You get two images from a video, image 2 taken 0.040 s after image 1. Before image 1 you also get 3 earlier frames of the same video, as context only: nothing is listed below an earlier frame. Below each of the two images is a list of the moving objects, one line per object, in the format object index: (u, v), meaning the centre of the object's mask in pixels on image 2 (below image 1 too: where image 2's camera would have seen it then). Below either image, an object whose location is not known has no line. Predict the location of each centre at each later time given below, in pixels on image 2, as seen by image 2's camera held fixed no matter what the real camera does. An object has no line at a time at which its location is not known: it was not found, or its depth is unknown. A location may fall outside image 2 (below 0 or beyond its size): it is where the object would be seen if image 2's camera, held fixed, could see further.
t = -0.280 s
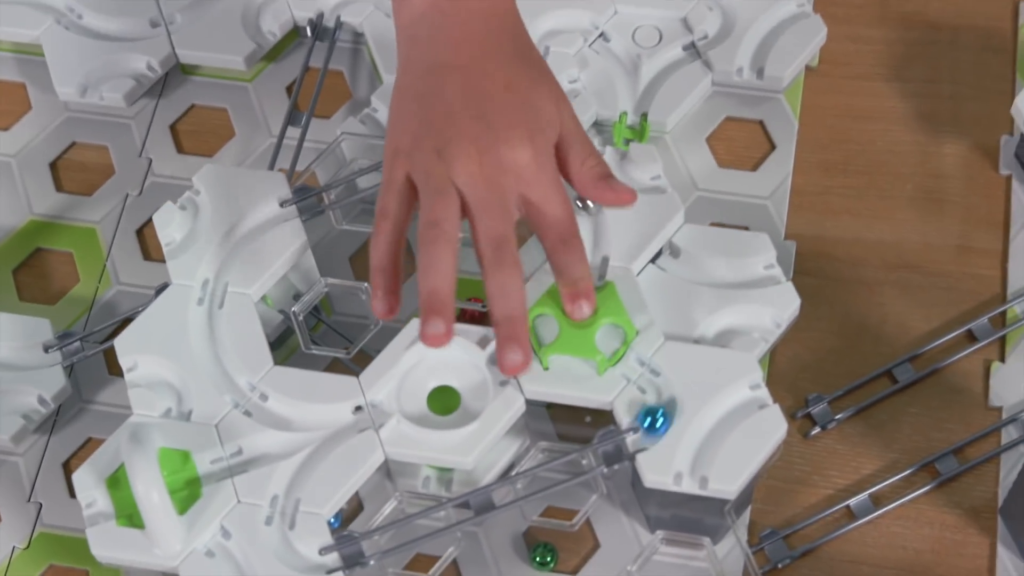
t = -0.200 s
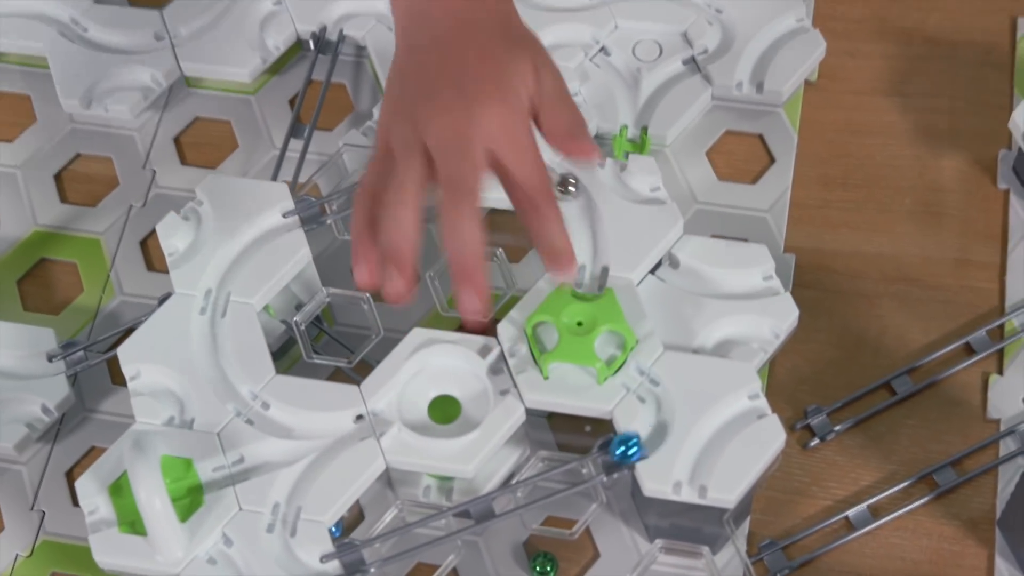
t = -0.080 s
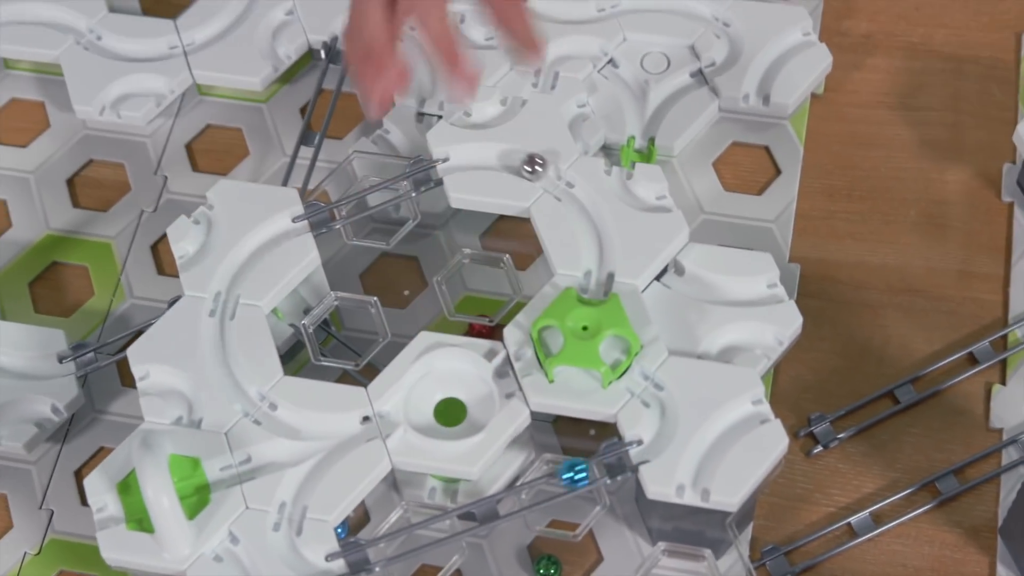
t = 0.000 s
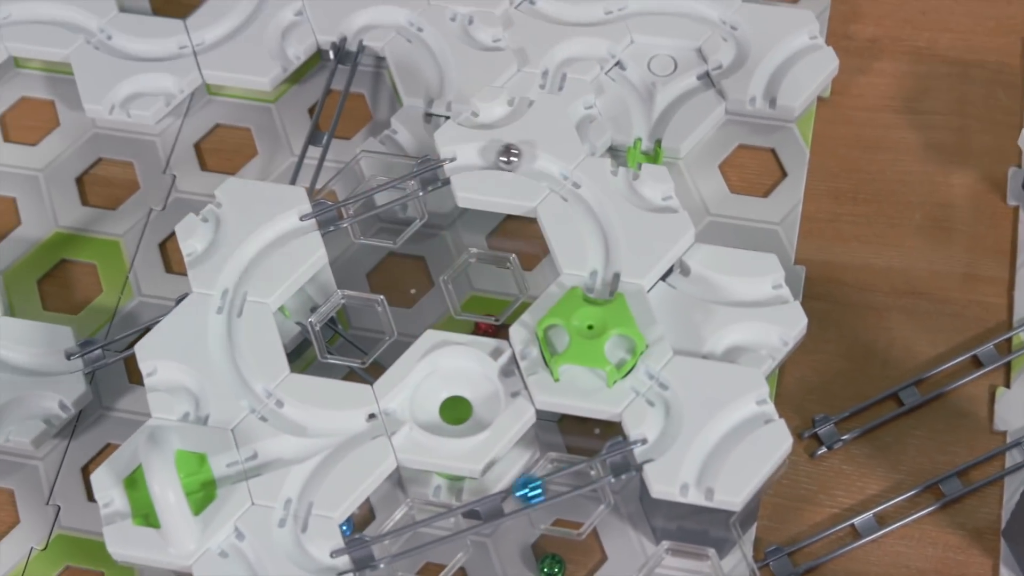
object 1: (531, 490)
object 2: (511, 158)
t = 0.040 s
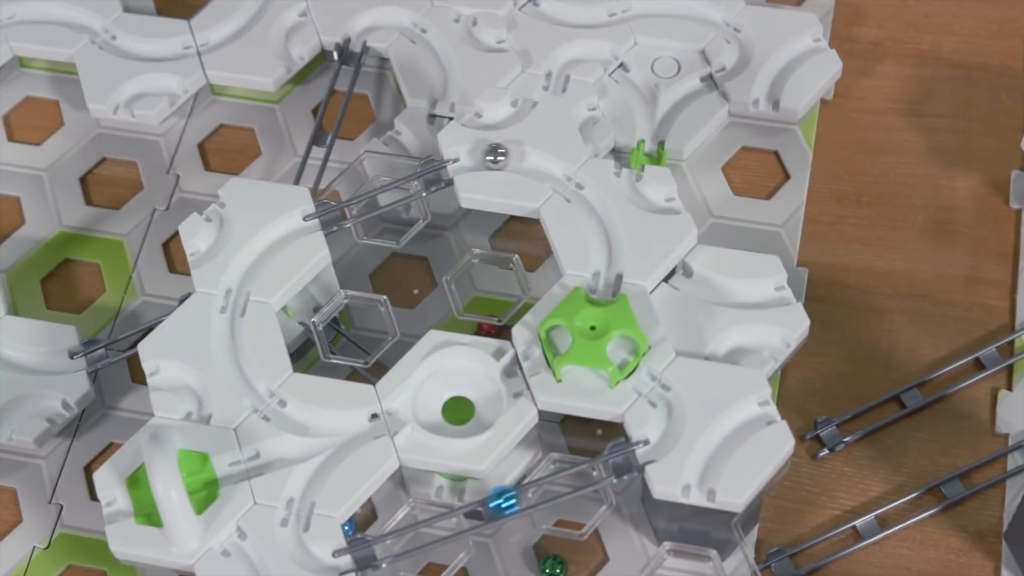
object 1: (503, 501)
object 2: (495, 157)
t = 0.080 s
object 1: (474, 511)
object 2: (478, 157)
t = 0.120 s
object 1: (442, 522)
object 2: (463, 159)
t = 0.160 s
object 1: (407, 534)
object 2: (448, 162)
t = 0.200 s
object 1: (370, 547)
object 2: (432, 170)
